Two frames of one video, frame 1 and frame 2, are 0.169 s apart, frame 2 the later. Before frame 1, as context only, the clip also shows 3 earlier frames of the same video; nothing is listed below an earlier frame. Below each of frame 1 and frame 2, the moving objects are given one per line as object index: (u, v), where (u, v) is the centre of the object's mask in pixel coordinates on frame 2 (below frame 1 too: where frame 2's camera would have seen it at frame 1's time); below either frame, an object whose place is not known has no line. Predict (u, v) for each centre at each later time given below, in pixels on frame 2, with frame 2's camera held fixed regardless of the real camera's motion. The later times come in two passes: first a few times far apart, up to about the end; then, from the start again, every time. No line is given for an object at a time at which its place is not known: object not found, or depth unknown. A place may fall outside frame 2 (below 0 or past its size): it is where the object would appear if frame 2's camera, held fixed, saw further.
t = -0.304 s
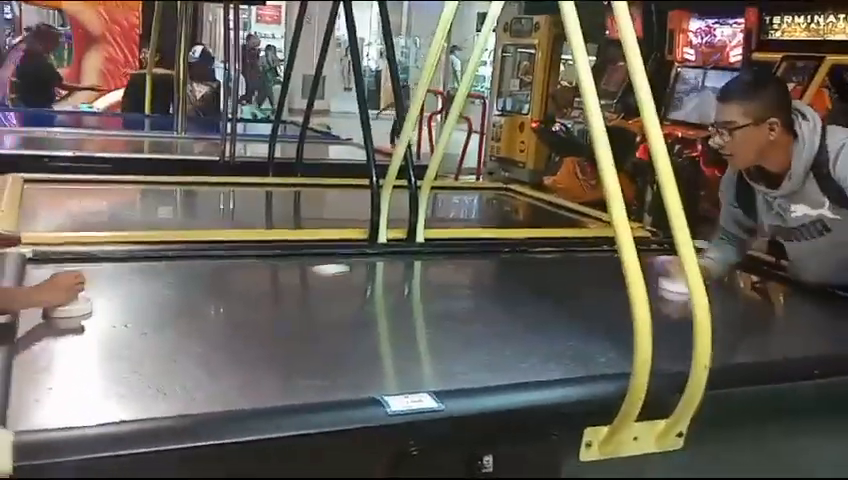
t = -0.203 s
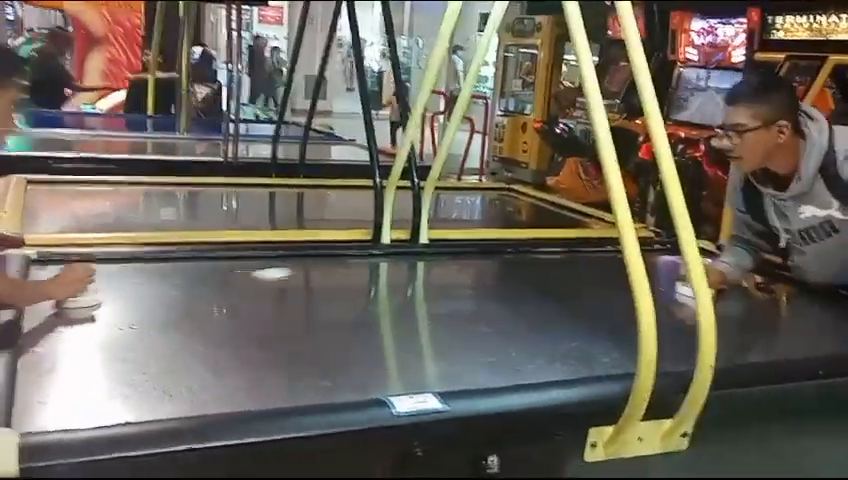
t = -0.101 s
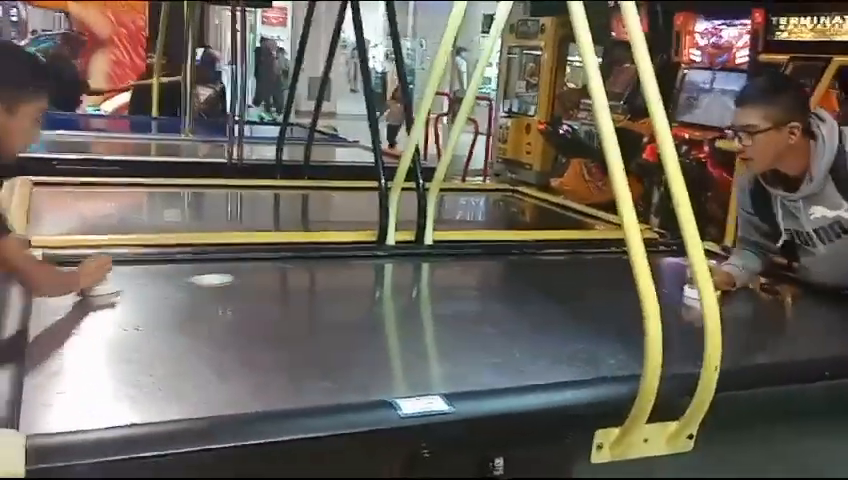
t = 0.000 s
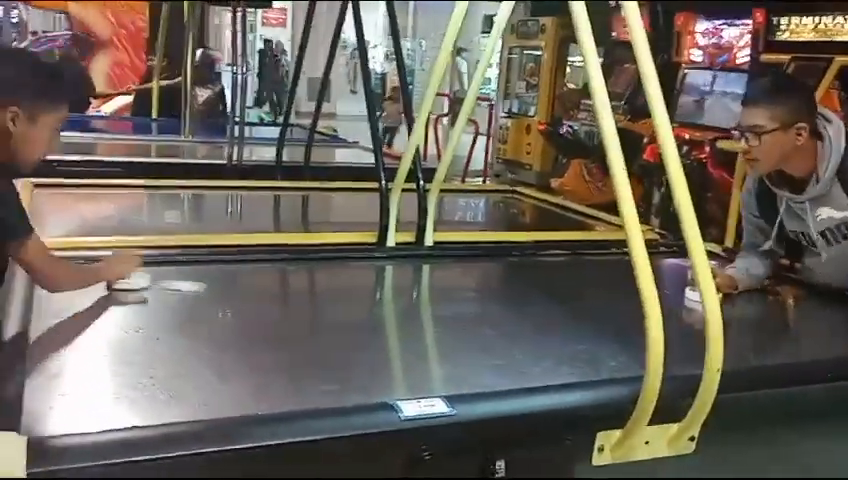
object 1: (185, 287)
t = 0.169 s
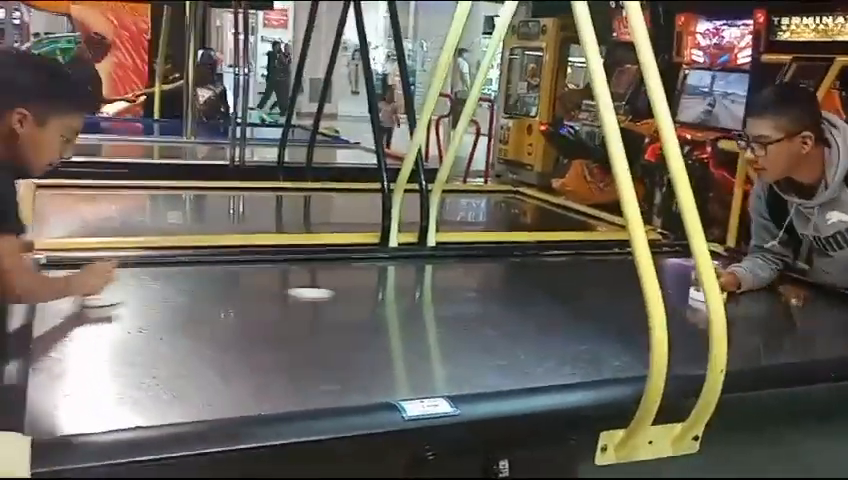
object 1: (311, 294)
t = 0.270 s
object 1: (382, 298)
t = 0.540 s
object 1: (569, 308)
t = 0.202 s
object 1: (334, 295)
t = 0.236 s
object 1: (359, 296)
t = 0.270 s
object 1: (382, 298)
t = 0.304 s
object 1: (403, 298)
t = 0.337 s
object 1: (429, 300)
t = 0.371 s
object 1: (454, 301)
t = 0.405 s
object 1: (477, 303)
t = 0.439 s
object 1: (499, 304)
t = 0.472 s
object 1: (523, 305)
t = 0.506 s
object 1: (546, 307)
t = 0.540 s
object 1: (569, 308)
